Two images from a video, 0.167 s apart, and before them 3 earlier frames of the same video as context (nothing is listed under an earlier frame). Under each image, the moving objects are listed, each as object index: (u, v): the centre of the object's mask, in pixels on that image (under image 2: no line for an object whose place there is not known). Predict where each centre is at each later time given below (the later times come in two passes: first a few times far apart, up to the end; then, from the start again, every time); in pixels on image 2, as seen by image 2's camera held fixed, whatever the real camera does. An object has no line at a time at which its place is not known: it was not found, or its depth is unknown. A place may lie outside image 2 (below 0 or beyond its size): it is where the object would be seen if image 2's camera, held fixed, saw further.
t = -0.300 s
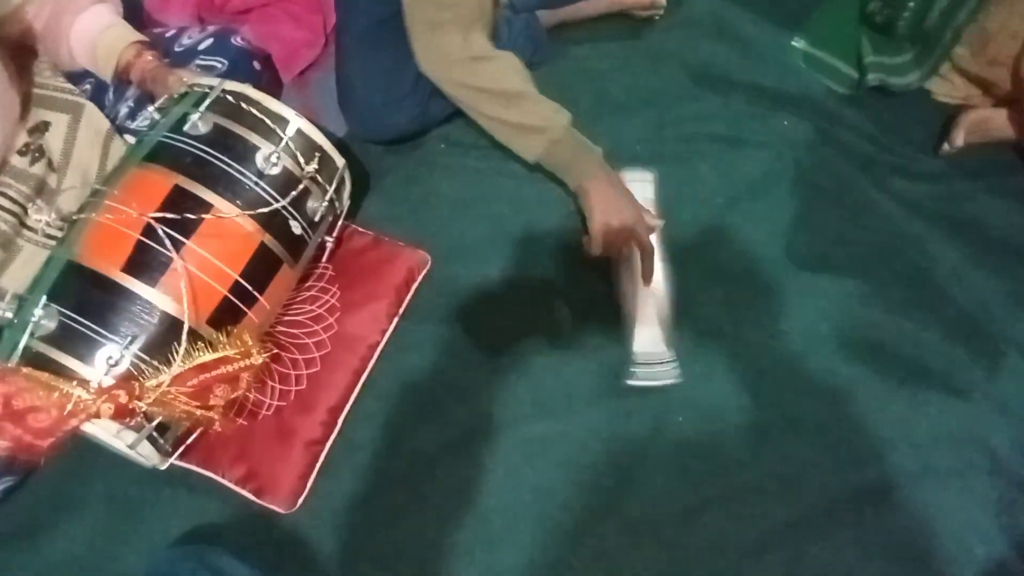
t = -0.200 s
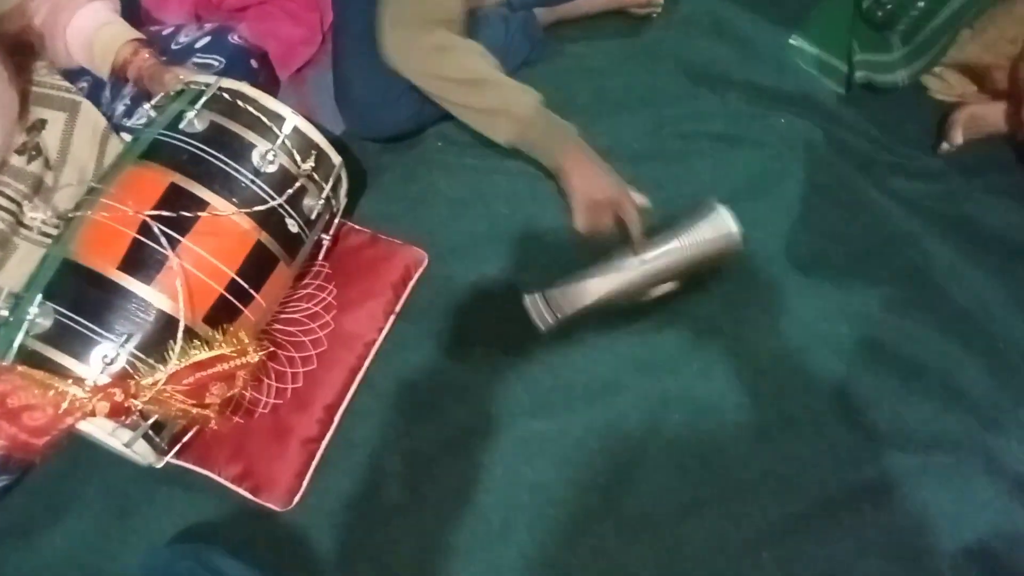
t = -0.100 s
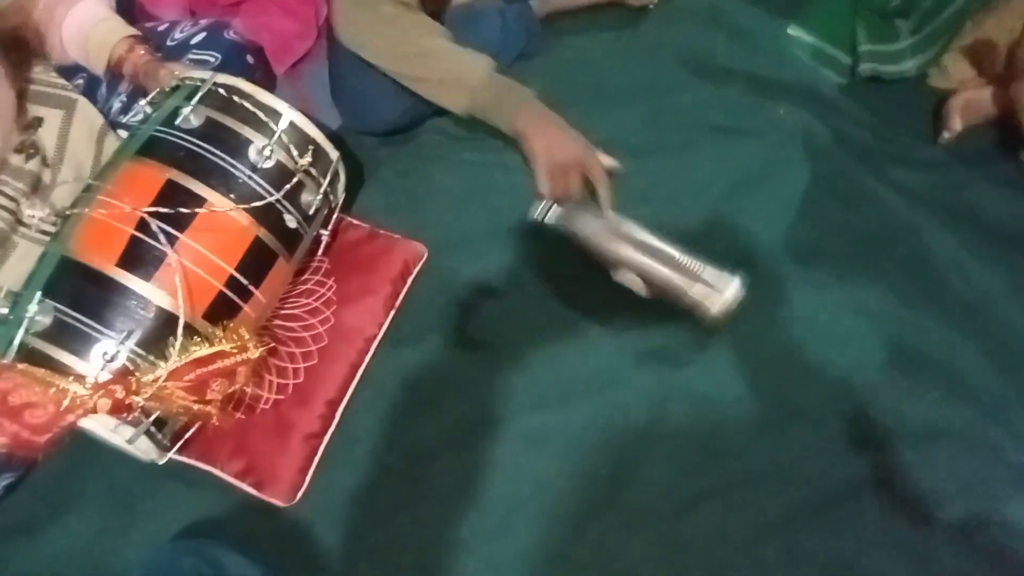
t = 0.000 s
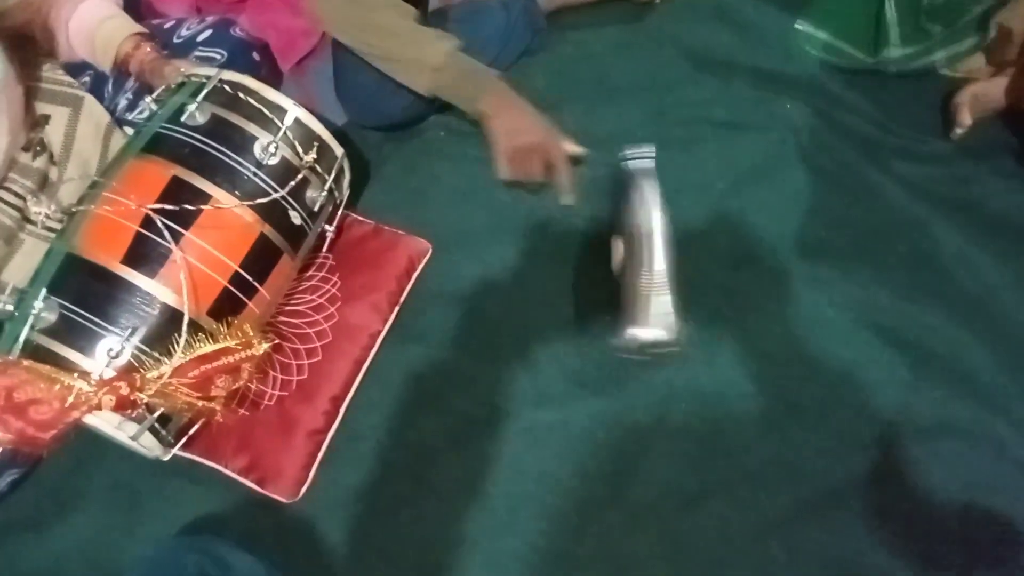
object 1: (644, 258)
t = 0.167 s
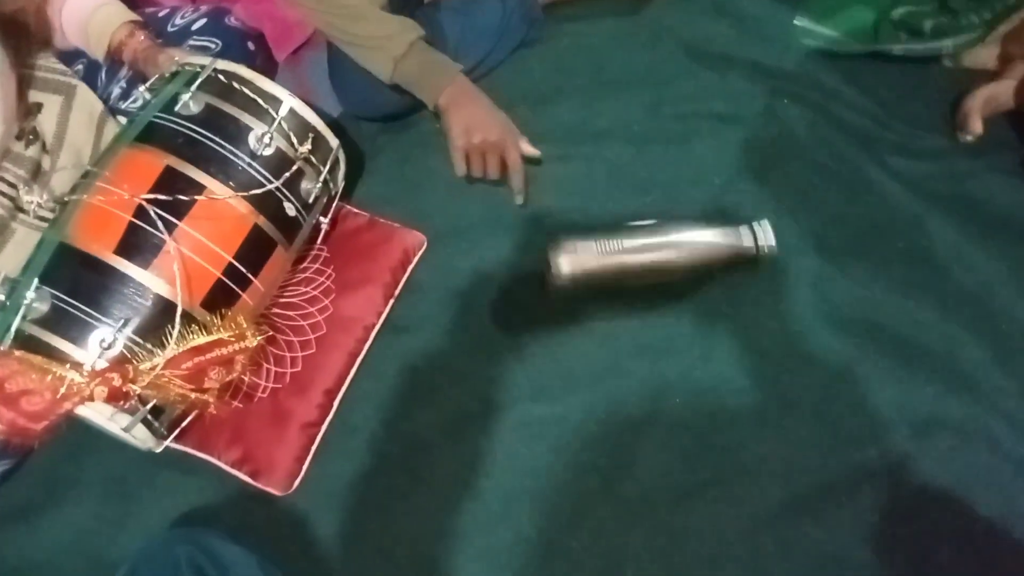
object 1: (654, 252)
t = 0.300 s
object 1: (653, 259)
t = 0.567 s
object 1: (648, 260)
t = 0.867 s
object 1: (658, 266)
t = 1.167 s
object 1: (661, 271)
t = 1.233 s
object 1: (663, 271)
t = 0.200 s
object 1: (655, 253)
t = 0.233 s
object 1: (656, 253)
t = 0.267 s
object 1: (655, 256)
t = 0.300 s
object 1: (653, 259)
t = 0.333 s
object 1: (650, 261)
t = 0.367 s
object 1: (648, 261)
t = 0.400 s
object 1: (647, 261)
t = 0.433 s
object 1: (648, 263)
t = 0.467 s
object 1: (647, 260)
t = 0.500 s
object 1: (647, 259)
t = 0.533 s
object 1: (648, 261)
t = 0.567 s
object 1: (648, 260)
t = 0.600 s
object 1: (649, 259)
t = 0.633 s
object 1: (649, 258)
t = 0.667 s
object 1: (647, 260)
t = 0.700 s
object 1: (650, 260)
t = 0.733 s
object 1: (652, 262)
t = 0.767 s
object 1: (654, 263)
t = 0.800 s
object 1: (655, 263)
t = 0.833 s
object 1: (657, 263)
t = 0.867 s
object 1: (658, 266)
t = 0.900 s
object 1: (659, 267)
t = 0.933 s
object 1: (660, 269)
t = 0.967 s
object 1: (662, 269)
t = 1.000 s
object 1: (663, 270)
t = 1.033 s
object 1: (663, 271)
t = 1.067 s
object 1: (663, 271)
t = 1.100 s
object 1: (662, 272)
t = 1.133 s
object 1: (662, 271)
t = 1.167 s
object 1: (661, 271)
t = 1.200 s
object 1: (663, 270)
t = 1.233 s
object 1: (663, 271)
